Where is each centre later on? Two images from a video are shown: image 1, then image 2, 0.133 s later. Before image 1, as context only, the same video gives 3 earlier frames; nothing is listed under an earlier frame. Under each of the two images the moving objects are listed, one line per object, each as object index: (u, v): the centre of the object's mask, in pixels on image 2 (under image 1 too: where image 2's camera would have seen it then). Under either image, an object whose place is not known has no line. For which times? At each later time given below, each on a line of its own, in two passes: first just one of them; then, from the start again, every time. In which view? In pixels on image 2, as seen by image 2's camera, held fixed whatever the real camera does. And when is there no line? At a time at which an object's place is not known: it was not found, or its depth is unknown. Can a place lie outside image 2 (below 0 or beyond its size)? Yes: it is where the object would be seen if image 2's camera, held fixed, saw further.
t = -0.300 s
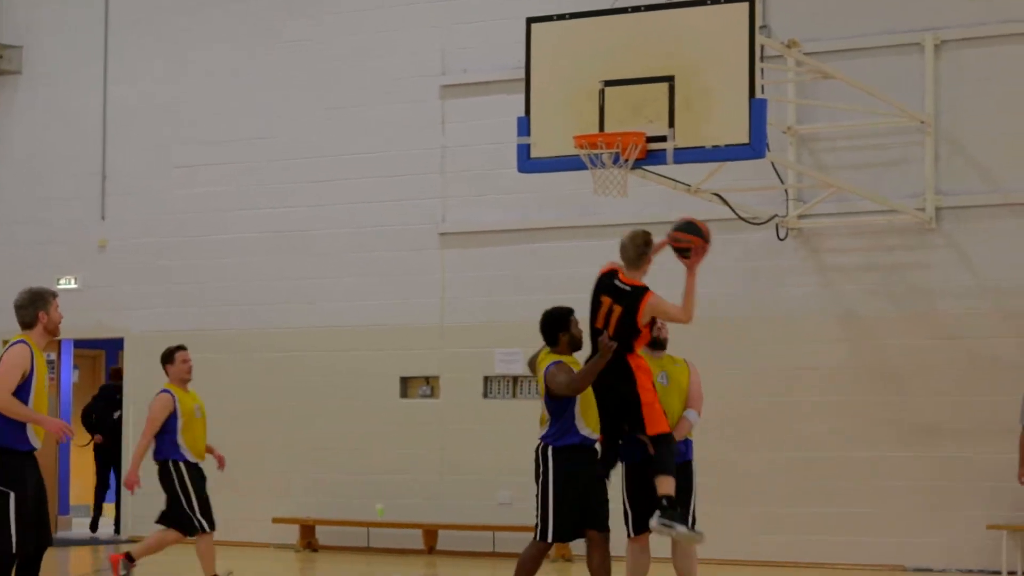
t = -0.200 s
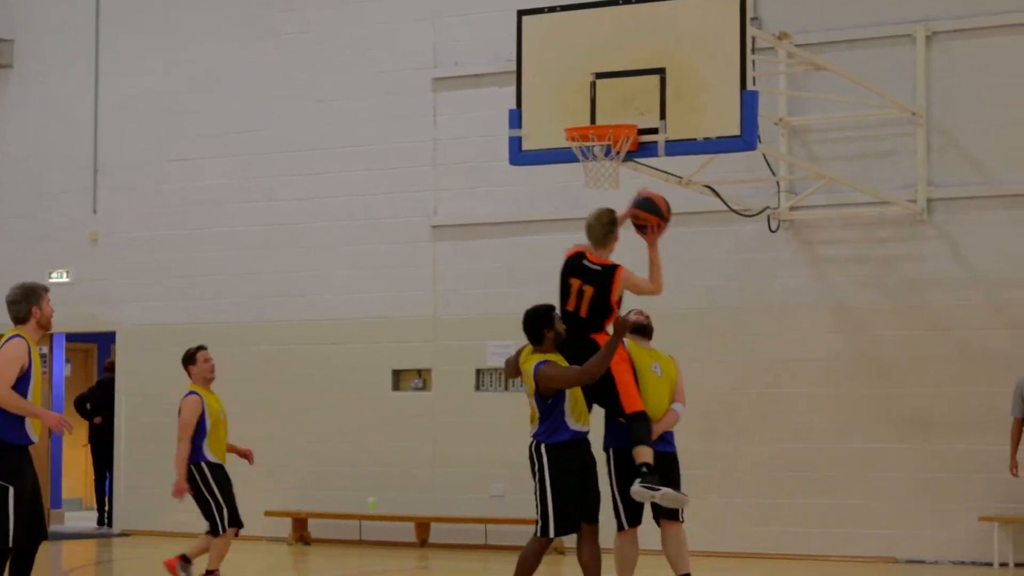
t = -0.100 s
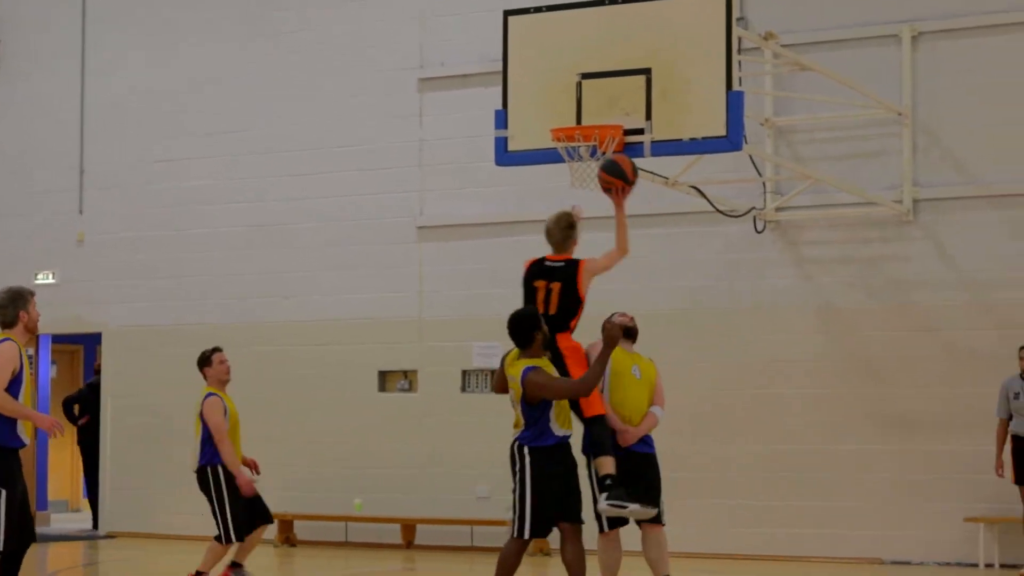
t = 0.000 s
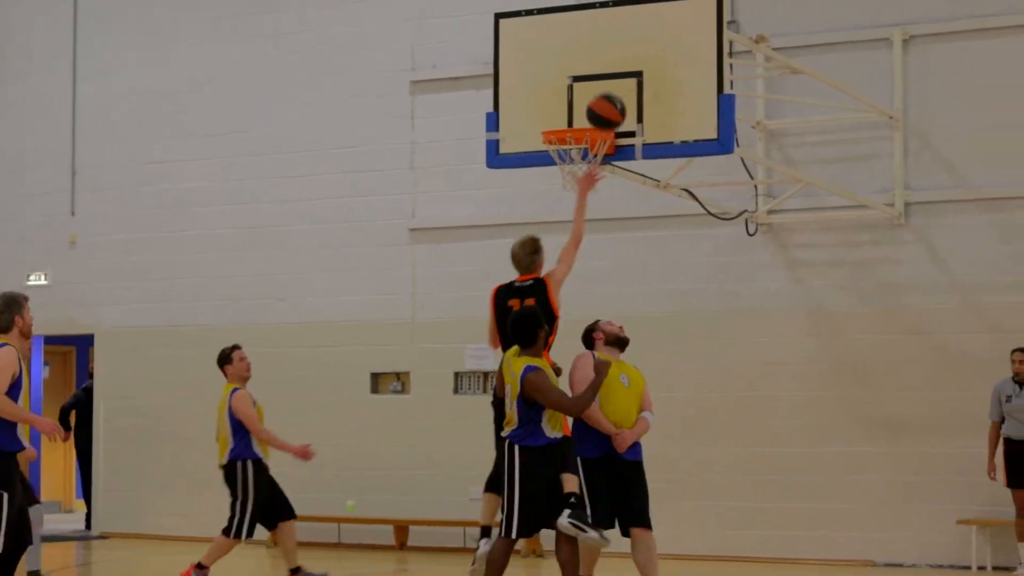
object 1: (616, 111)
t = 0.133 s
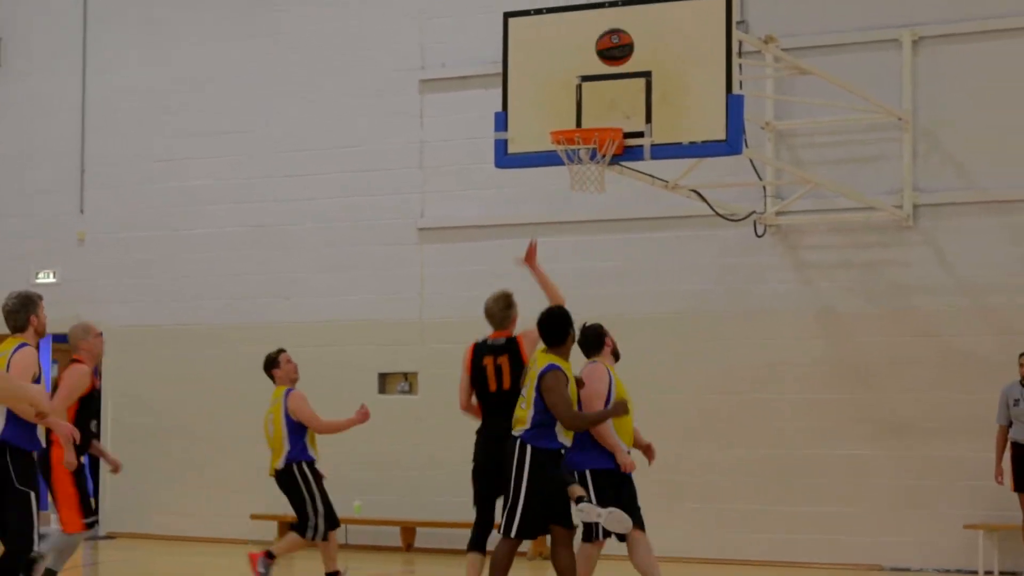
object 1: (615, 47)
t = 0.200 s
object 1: (615, 28)
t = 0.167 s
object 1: (615, 40)
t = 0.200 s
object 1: (615, 28)
